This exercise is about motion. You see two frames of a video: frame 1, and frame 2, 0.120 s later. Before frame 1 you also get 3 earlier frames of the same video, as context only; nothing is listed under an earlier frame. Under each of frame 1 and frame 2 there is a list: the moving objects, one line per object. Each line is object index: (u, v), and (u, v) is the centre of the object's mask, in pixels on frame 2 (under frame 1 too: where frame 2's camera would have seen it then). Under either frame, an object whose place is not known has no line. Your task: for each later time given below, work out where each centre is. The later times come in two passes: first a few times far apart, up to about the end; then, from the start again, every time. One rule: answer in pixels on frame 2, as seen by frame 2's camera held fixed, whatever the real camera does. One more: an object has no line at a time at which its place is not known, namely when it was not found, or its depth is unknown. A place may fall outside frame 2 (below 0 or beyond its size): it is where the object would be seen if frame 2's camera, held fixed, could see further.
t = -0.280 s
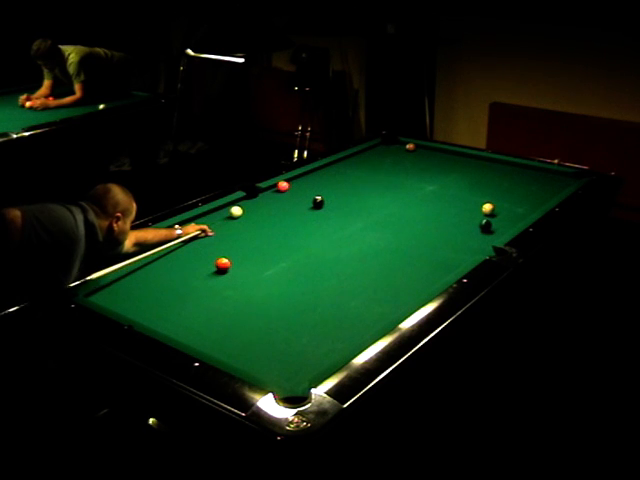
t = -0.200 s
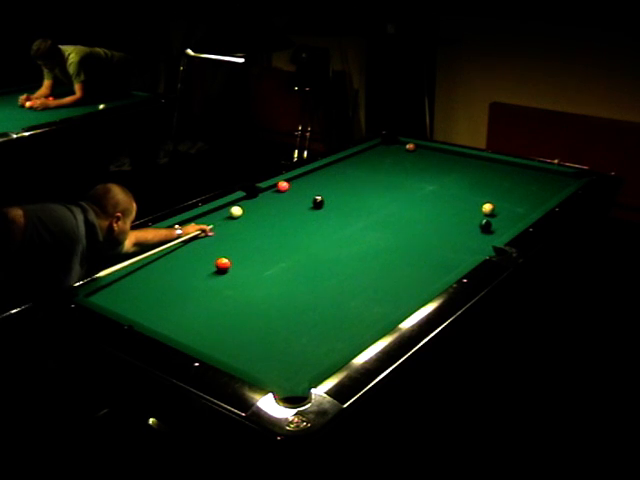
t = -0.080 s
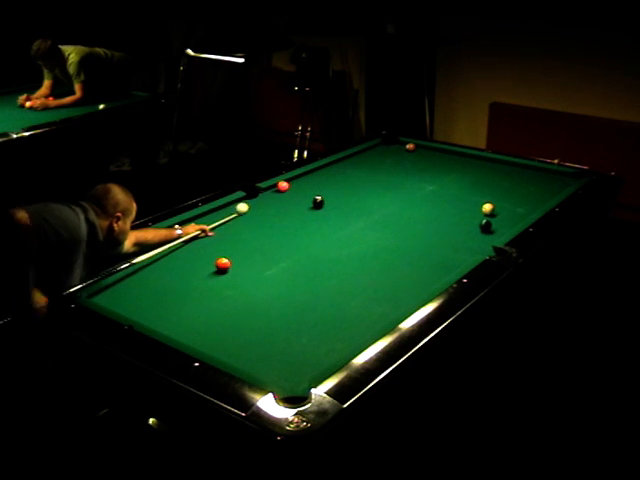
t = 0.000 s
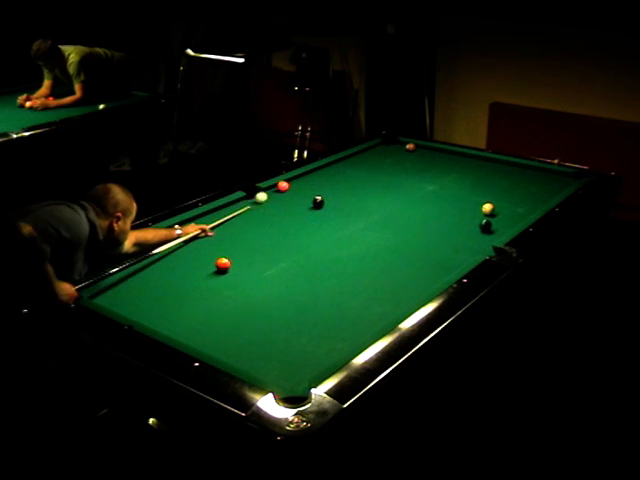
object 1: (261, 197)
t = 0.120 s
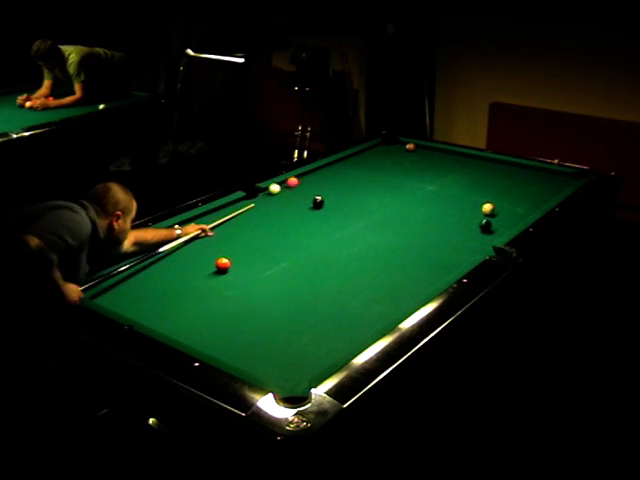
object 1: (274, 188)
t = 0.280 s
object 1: (269, 189)
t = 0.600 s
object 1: (266, 193)
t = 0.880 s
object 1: (264, 195)
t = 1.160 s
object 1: (263, 198)
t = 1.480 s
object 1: (262, 200)
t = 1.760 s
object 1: (261, 201)
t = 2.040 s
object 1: (260, 202)
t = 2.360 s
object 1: (260, 202)
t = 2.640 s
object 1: (260, 202)
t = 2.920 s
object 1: (260, 202)
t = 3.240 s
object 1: (260, 202)
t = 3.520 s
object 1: (260, 202)
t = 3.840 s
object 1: (260, 202)
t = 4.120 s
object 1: (260, 202)
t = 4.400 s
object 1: (260, 202)
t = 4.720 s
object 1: (259, 202)
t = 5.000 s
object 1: (260, 202)
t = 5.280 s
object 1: (260, 202)
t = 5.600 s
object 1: (260, 202)
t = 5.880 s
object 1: (260, 202)
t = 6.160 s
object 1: (260, 202)
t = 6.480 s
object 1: (260, 202)
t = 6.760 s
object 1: (260, 202)
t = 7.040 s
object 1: (260, 202)
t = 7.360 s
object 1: (260, 202)
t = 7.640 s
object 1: (260, 202)
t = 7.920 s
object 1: (260, 202)
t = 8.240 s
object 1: (260, 202)
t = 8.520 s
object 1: (260, 202)
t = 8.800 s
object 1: (260, 202)
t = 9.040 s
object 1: (259, 202)
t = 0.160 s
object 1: (273, 188)
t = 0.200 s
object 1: (271, 188)
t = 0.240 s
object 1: (270, 189)
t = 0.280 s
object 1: (269, 189)
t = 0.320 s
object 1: (269, 189)
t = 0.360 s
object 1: (268, 190)
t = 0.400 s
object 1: (268, 190)
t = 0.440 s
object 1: (268, 191)
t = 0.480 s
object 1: (267, 191)
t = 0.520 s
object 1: (267, 192)
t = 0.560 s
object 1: (267, 192)
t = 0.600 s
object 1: (266, 193)
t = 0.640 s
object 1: (266, 193)
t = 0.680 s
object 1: (266, 193)
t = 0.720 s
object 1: (265, 194)
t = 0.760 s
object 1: (265, 194)
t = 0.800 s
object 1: (265, 195)
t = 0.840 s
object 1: (264, 195)
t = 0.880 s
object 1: (264, 195)
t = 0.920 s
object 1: (264, 196)
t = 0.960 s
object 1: (264, 196)
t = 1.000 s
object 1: (263, 196)
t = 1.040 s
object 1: (263, 197)
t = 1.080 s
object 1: (263, 197)
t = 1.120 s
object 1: (263, 197)
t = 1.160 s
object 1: (263, 198)
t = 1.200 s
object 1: (263, 198)
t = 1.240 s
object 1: (262, 198)
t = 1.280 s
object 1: (262, 198)
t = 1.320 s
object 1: (262, 199)
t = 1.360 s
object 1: (262, 199)
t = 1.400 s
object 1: (262, 199)
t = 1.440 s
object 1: (262, 199)
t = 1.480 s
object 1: (262, 200)
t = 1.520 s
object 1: (261, 200)
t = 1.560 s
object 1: (261, 200)
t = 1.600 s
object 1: (261, 200)
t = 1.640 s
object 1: (261, 200)
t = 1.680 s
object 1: (261, 200)
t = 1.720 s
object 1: (261, 201)
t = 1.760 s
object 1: (261, 201)
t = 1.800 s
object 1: (261, 201)
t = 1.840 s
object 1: (261, 201)
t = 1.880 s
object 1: (260, 201)
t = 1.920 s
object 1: (260, 201)
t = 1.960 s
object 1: (260, 201)
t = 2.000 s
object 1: (260, 202)
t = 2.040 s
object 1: (260, 202)
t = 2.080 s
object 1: (260, 202)
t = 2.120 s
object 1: (260, 202)
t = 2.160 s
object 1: (260, 202)
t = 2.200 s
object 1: (260, 202)
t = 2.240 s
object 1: (260, 202)
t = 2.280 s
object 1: (260, 202)
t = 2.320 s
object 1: (260, 202)
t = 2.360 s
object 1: (260, 202)
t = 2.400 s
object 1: (260, 202)
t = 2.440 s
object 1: (260, 202)
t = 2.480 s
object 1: (260, 202)
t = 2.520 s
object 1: (260, 202)
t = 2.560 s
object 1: (260, 202)
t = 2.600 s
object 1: (260, 202)
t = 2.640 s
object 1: (260, 202)
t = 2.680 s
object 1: (260, 202)
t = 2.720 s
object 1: (260, 202)
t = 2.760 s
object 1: (260, 202)
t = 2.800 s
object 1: (260, 202)
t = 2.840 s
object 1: (260, 202)
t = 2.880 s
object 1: (260, 202)
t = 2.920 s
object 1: (260, 202)
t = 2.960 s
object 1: (260, 202)
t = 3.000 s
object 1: (260, 202)
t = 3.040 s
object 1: (260, 202)
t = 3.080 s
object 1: (260, 202)
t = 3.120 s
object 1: (260, 202)
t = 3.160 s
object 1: (260, 202)
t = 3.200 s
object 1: (260, 202)
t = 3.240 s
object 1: (260, 202)
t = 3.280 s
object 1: (260, 202)
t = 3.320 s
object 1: (260, 202)
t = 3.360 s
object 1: (260, 202)
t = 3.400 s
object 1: (260, 202)
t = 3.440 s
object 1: (260, 202)
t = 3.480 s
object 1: (260, 202)
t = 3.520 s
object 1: (260, 202)
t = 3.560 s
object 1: (260, 202)
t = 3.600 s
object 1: (260, 202)
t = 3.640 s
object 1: (260, 202)
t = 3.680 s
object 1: (260, 202)
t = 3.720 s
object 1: (260, 202)
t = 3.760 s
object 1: (260, 202)
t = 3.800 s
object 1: (260, 202)
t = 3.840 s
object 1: (260, 202)
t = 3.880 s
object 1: (260, 202)
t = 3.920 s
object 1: (260, 202)
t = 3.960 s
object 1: (260, 202)
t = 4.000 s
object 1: (260, 202)
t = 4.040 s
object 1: (260, 202)
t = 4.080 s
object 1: (260, 202)
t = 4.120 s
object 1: (260, 202)
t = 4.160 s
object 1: (260, 202)
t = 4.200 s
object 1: (260, 202)
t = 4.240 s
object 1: (260, 202)
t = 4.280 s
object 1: (260, 202)
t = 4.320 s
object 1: (260, 202)
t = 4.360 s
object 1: (260, 202)
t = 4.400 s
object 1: (260, 202)
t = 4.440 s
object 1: (260, 202)
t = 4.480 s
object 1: (260, 202)
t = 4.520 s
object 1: (260, 202)
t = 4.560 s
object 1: (260, 202)
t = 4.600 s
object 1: (260, 202)
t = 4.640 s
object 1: (260, 202)
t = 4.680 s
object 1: (259, 202)
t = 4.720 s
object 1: (259, 202)
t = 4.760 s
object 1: (259, 202)
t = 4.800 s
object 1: (259, 202)
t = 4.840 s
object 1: (260, 202)
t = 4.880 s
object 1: (259, 202)
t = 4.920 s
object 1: (259, 202)
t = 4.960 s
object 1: (260, 202)
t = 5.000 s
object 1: (260, 202)
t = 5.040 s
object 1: (260, 202)
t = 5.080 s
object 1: (260, 202)
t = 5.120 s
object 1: (260, 202)
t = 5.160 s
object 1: (260, 202)
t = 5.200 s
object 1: (260, 202)
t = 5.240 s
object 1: (260, 202)
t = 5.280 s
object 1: (260, 202)
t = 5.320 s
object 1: (260, 202)
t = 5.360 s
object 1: (260, 202)
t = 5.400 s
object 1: (260, 202)
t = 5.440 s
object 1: (260, 202)
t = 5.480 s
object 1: (260, 202)
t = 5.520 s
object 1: (260, 202)
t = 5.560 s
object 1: (260, 202)
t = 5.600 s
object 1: (260, 202)
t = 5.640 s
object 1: (260, 202)
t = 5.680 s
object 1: (260, 202)
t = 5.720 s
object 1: (260, 202)
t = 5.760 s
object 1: (260, 202)
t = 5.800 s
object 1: (260, 202)
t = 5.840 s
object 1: (260, 202)
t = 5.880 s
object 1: (260, 202)
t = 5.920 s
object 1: (260, 202)
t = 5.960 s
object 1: (260, 202)
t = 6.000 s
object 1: (260, 202)
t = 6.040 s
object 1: (260, 202)
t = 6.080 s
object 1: (260, 202)
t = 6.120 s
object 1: (260, 202)
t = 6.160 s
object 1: (260, 202)
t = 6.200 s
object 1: (260, 202)
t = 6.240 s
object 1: (260, 202)
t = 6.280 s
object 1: (260, 202)
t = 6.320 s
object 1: (260, 202)
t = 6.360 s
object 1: (260, 202)
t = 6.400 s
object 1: (260, 202)
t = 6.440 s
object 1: (260, 202)
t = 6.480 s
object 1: (260, 202)
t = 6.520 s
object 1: (260, 202)
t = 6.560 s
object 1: (260, 202)
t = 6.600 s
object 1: (260, 202)
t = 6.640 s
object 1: (260, 202)
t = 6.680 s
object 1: (260, 202)
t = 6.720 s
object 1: (260, 202)
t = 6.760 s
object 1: (260, 202)
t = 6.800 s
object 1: (260, 202)
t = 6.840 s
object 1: (260, 202)
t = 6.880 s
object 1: (260, 202)
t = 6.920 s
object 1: (260, 202)
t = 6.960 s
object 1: (260, 202)
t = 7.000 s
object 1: (260, 202)
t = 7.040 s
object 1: (260, 202)
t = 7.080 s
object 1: (260, 202)
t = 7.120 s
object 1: (260, 202)
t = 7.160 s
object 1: (260, 202)
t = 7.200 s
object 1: (260, 202)
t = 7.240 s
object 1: (260, 202)
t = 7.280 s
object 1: (260, 202)
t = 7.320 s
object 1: (260, 202)
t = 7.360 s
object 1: (260, 202)
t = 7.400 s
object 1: (260, 202)
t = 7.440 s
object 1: (260, 202)
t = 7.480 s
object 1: (260, 202)
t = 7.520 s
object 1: (260, 202)
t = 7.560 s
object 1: (260, 202)
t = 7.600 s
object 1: (260, 202)
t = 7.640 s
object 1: (260, 202)
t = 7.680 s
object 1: (260, 202)
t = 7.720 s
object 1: (260, 202)
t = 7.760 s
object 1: (260, 202)
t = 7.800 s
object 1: (260, 202)
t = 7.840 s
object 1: (260, 202)
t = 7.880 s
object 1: (260, 202)
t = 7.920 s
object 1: (260, 202)
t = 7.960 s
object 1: (260, 202)
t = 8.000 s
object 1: (260, 202)
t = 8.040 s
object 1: (260, 202)
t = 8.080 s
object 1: (260, 202)
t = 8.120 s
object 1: (260, 202)
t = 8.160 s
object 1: (260, 202)
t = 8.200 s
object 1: (260, 202)
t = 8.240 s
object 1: (260, 202)
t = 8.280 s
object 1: (260, 202)
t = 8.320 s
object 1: (260, 202)
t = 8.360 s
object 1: (260, 202)
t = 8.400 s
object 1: (260, 202)
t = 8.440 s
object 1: (260, 202)
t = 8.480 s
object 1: (260, 202)
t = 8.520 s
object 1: (260, 202)
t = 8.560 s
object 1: (260, 202)
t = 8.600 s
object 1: (260, 202)
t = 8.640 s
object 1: (260, 202)
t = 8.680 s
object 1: (260, 202)
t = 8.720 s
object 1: (260, 202)
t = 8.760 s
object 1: (260, 202)
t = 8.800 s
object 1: (260, 202)
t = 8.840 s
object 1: (260, 202)
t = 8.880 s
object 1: (260, 202)
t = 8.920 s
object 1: (260, 202)
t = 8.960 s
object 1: (260, 202)
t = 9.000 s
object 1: (260, 202)
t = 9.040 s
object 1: (259, 202)
